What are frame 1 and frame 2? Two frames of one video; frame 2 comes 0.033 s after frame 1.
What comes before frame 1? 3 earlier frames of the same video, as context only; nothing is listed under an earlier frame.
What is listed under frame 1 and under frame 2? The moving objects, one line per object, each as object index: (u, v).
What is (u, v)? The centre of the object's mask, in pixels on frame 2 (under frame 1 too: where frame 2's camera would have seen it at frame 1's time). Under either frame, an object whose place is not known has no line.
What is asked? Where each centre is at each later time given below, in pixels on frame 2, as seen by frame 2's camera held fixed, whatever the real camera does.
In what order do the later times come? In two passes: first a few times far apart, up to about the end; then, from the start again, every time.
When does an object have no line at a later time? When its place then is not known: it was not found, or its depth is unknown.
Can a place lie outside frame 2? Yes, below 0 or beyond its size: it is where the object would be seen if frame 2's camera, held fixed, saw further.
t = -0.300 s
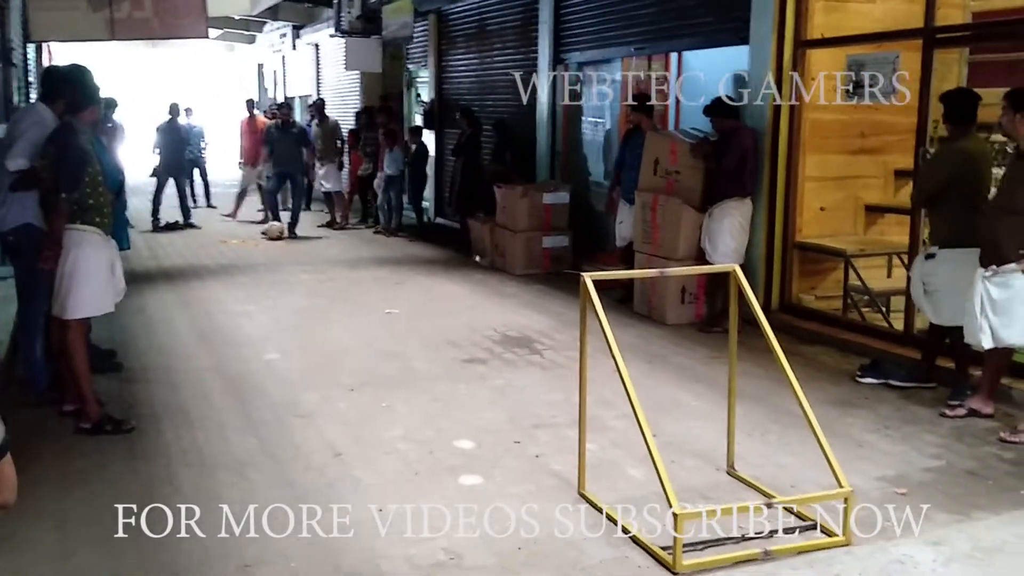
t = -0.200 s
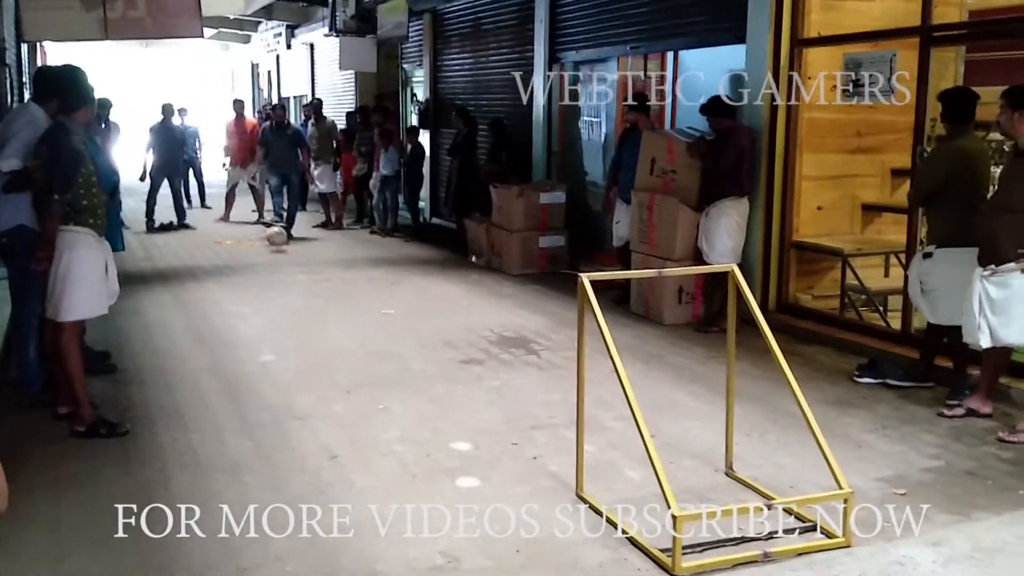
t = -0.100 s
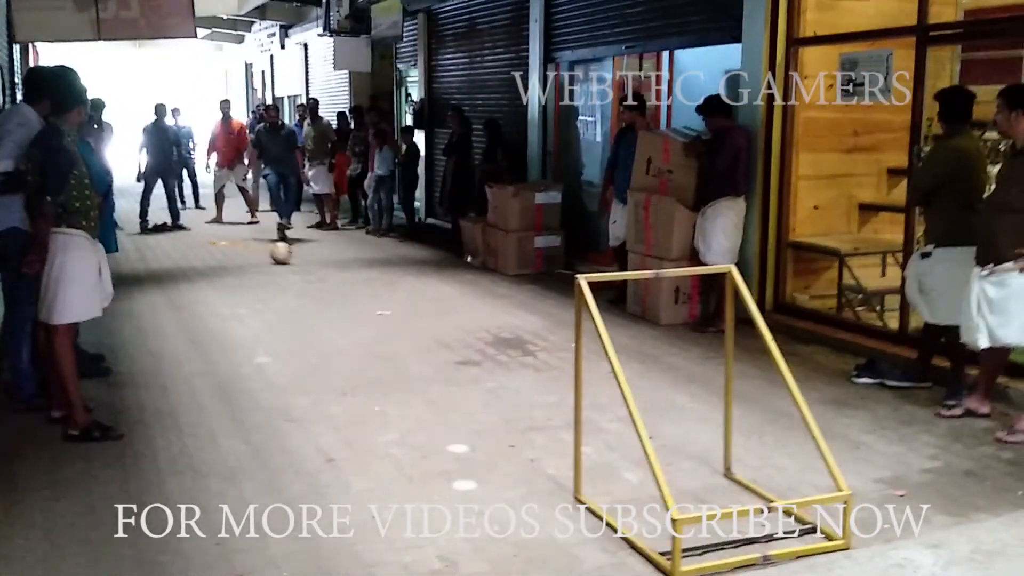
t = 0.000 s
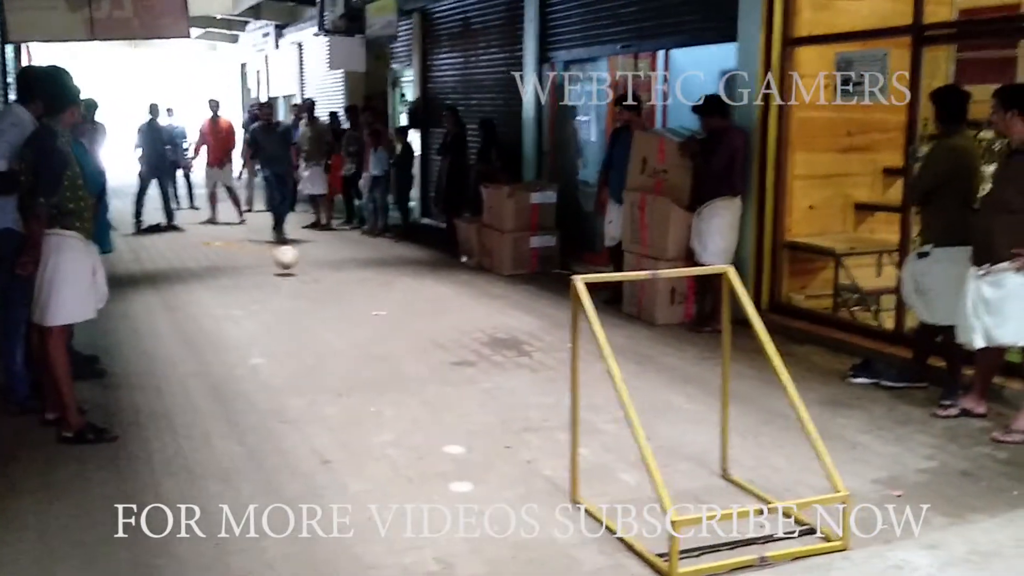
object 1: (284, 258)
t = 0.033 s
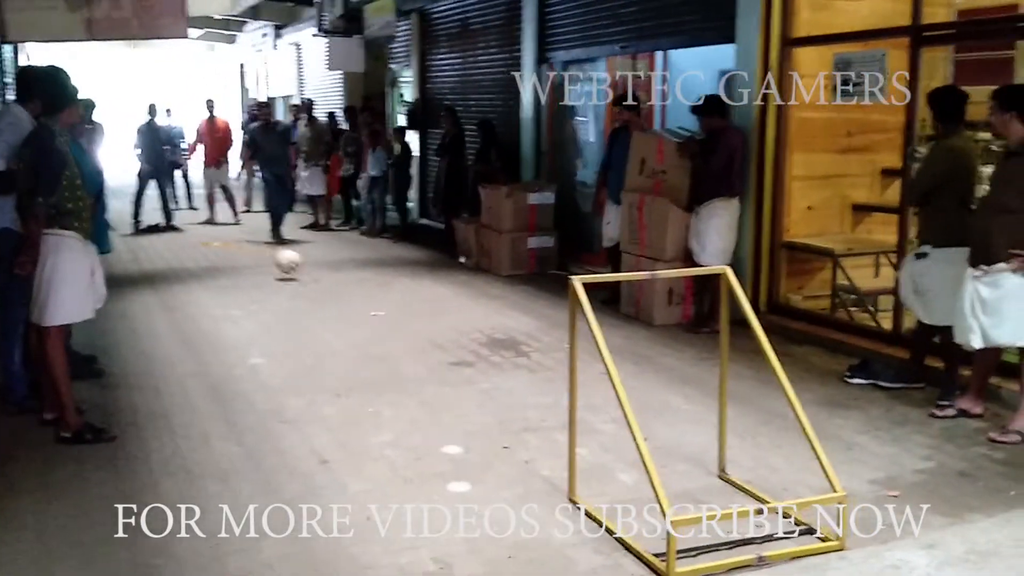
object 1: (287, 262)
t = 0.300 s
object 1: (316, 281)
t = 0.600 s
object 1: (357, 328)
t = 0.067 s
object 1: (291, 266)
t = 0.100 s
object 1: (295, 273)
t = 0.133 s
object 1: (298, 281)
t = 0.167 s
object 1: (303, 282)
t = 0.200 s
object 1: (306, 280)
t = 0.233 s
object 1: (309, 279)
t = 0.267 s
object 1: (312, 279)
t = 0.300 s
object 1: (316, 281)
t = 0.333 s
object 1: (319, 285)
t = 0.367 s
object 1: (322, 290)
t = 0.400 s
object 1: (327, 297)
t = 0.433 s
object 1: (331, 306)
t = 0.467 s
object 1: (335, 318)
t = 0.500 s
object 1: (340, 328)
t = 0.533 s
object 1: (346, 327)
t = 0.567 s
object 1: (351, 327)
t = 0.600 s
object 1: (357, 328)
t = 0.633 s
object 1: (364, 332)
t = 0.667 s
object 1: (370, 338)
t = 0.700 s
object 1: (377, 346)
